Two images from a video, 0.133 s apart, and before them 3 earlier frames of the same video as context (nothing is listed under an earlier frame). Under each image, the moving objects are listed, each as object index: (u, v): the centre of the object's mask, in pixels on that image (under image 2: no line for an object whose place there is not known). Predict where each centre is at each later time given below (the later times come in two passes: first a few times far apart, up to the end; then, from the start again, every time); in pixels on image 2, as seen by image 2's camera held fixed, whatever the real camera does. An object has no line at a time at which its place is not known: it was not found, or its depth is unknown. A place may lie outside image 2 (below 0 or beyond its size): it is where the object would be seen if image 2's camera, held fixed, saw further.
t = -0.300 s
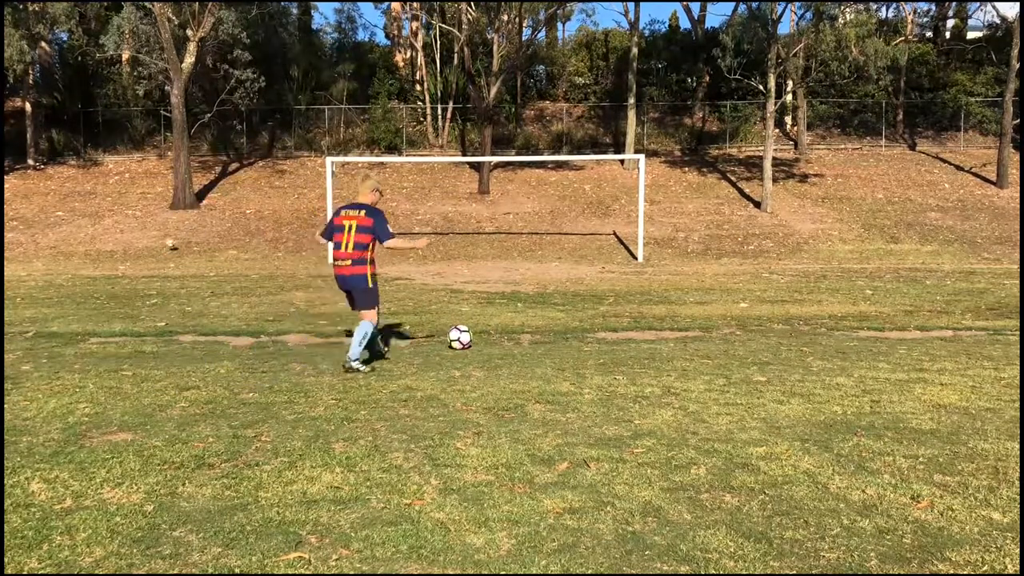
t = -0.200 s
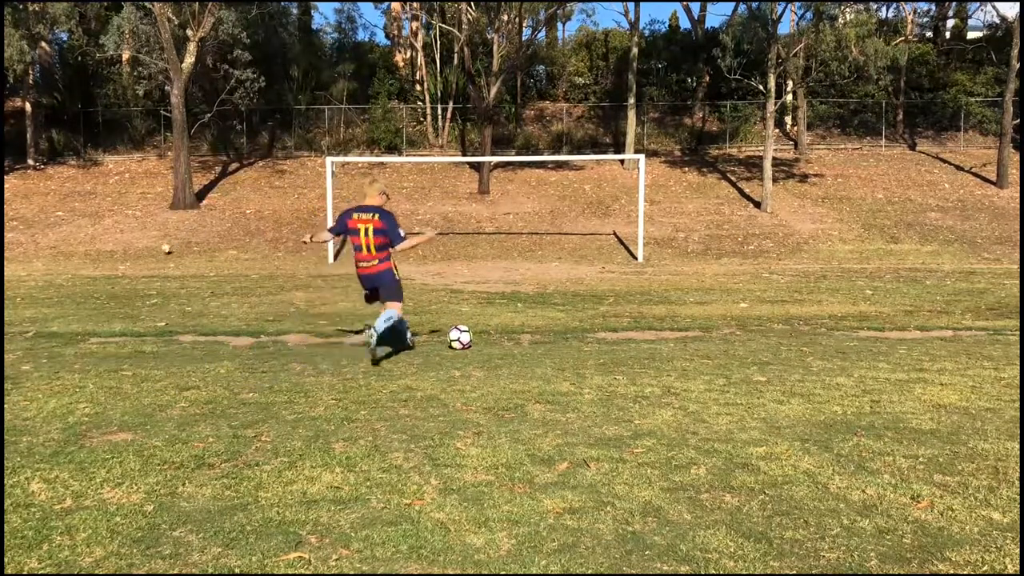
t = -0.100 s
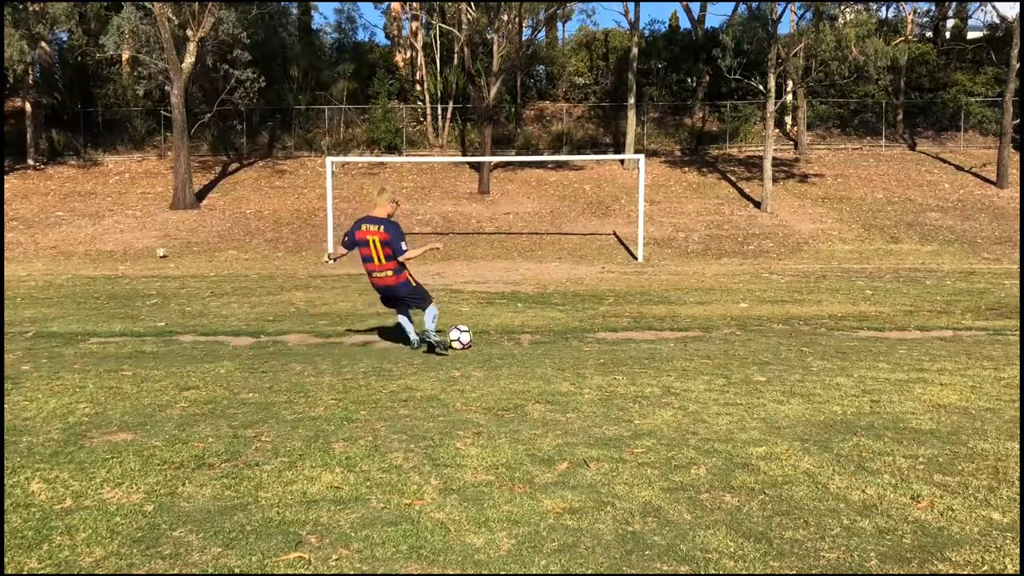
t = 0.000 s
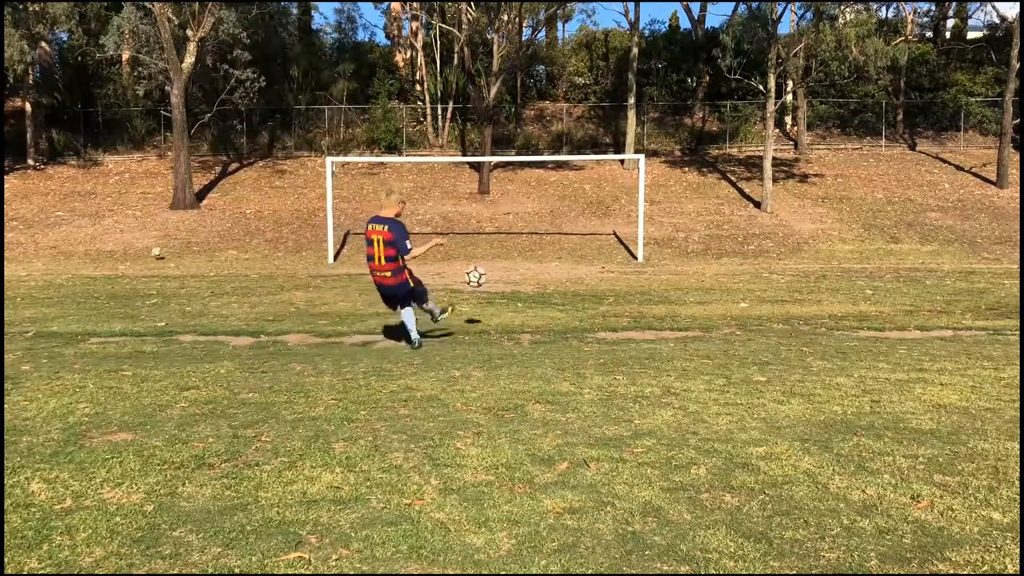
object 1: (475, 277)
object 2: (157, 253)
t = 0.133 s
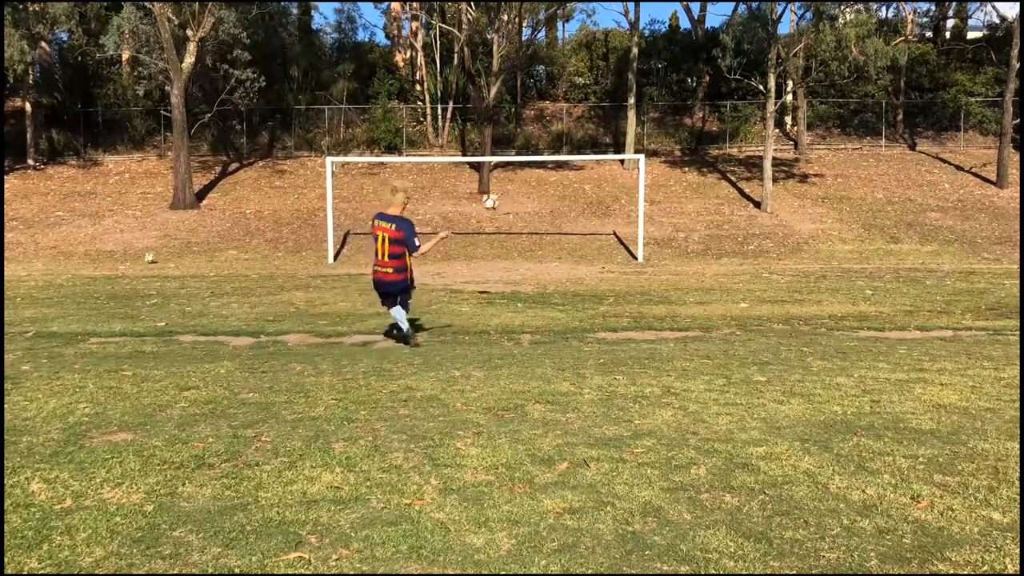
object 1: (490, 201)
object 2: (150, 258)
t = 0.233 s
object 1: (496, 168)
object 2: (144, 260)
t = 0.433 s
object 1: (499, 131)
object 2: (133, 263)
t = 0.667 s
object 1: (495, 118)
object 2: (121, 268)
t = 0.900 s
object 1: (488, 124)
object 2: (106, 269)
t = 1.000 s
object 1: (484, 130)
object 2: (99, 270)
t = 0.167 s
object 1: (493, 188)
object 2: (148, 260)
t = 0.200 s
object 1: (495, 177)
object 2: (146, 260)
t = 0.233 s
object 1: (496, 168)
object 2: (144, 260)
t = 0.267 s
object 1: (497, 159)
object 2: (142, 259)
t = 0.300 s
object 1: (498, 151)
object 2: (140, 258)
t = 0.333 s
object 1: (498, 145)
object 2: (139, 258)
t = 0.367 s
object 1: (499, 140)
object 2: (137, 259)
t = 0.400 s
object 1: (499, 135)
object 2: (135, 260)
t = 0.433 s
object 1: (499, 131)
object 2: (133, 263)
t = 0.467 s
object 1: (499, 127)
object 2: (132, 265)
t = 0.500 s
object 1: (498, 124)
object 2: (130, 265)
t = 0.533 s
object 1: (498, 122)
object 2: (129, 264)
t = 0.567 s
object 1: (498, 121)
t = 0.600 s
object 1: (497, 119)
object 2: (123, 266)
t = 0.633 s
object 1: (496, 119)
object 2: (122, 266)
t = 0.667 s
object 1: (495, 118)
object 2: (121, 268)
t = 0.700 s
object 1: (494, 118)
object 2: (118, 268)
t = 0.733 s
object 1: (493, 118)
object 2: (117, 267)
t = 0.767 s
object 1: (492, 119)
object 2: (114, 268)
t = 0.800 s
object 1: (491, 120)
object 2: (112, 268)
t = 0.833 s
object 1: (490, 120)
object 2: (112, 269)
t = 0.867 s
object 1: (489, 122)
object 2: (107, 269)
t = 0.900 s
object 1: (488, 124)
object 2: (106, 269)
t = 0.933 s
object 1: (487, 126)
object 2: (104, 269)
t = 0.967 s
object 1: (485, 128)
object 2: (102, 270)
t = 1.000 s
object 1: (484, 130)
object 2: (99, 270)
